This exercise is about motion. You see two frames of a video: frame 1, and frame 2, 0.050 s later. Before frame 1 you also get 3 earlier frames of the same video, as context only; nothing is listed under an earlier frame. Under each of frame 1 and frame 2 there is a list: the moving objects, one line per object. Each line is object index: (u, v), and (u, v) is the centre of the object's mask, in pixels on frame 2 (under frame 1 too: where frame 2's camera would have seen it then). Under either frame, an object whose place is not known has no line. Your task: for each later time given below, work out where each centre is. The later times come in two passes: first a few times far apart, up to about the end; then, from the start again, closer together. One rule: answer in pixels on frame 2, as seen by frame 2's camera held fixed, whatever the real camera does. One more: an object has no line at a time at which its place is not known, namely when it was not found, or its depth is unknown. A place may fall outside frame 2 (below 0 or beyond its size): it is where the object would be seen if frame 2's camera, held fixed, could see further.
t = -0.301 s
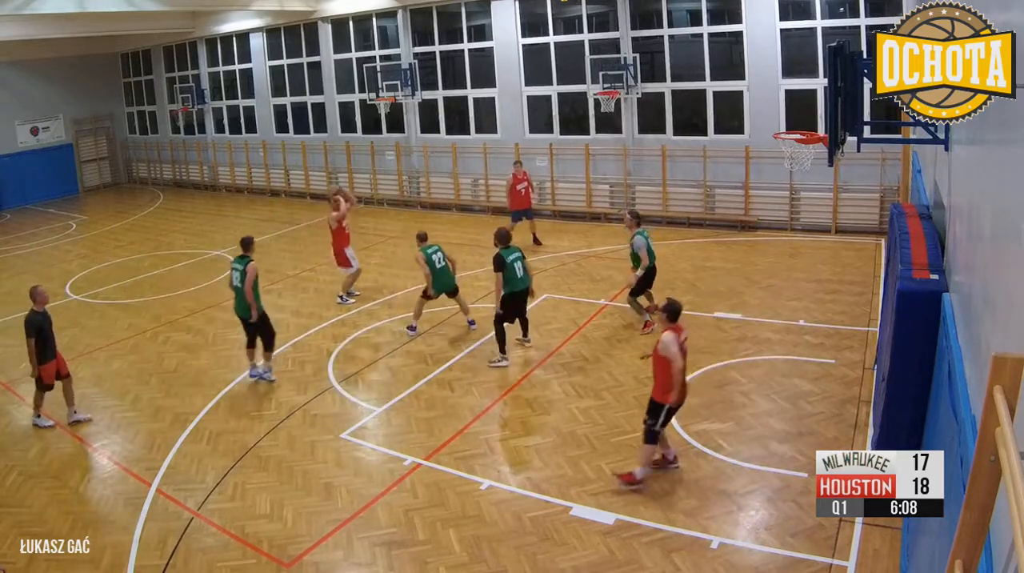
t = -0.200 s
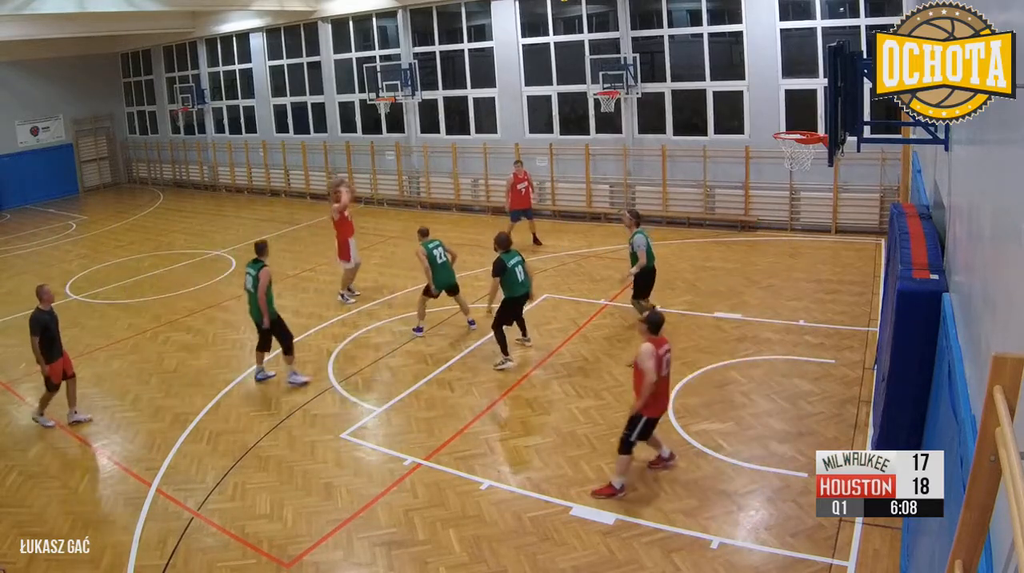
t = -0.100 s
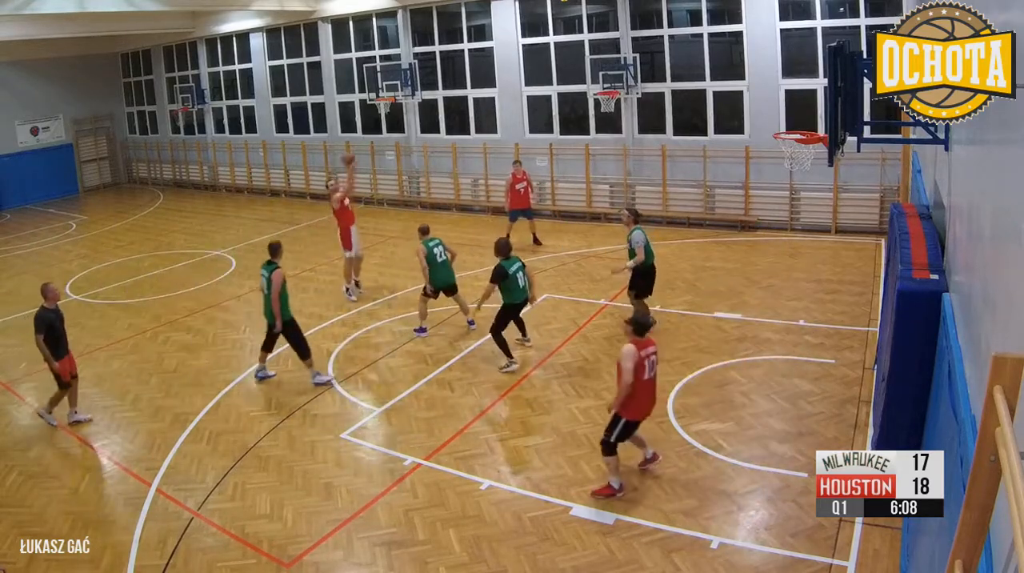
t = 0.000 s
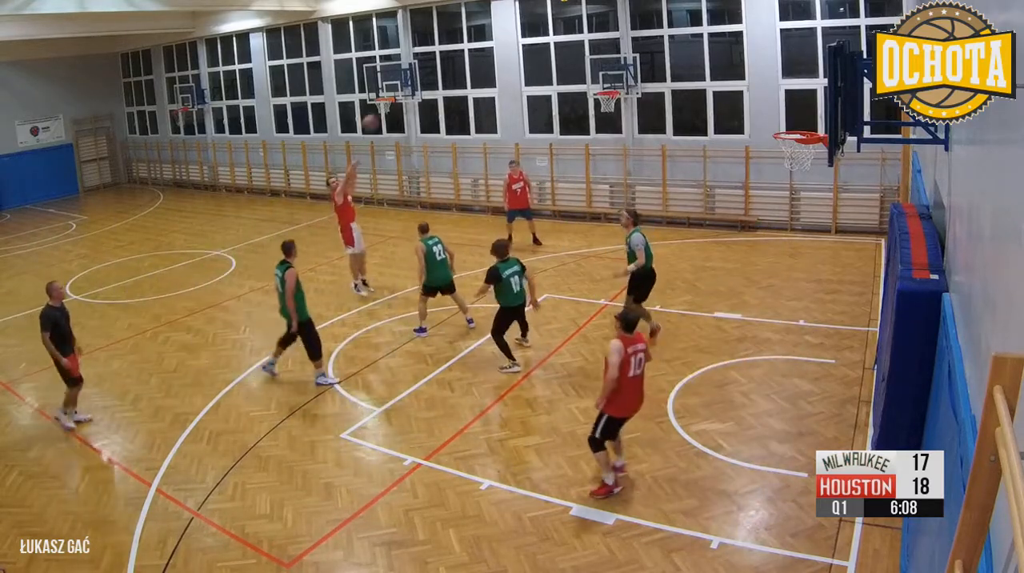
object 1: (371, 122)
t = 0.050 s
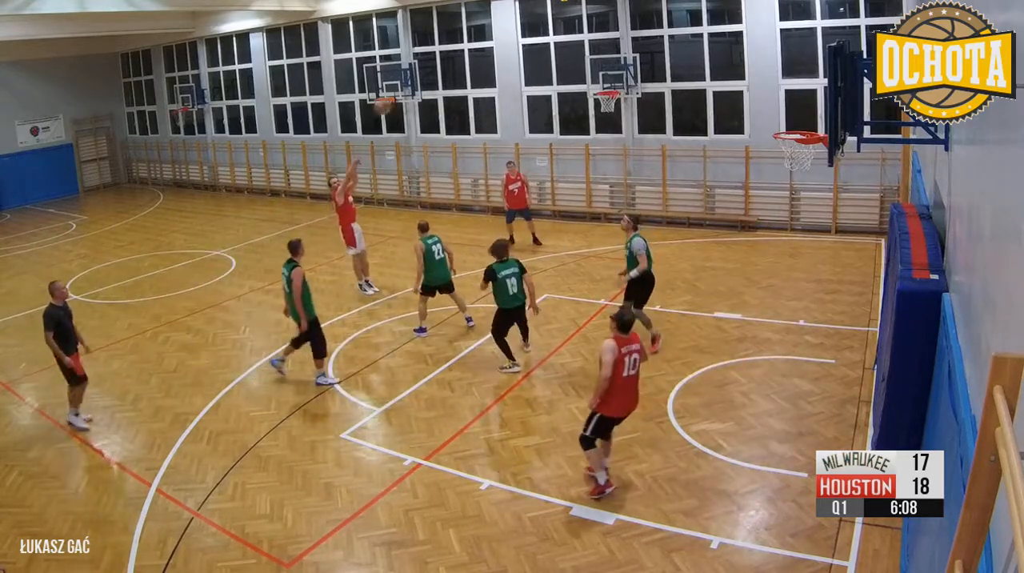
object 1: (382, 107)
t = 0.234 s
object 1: (435, 57)
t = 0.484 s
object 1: (524, 20)
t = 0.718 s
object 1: (629, 30)
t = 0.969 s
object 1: (755, 105)
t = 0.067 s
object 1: (389, 104)
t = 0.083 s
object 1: (391, 97)
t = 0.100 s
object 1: (395, 94)
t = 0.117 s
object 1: (401, 87)
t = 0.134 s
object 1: (404, 82)
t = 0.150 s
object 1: (409, 80)
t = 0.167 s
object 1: (416, 73)
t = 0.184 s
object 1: (420, 69)
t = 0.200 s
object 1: (426, 64)
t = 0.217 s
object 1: (428, 61)
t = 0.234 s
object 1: (435, 57)
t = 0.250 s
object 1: (441, 55)
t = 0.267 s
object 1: (446, 50)
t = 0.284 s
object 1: (451, 45)
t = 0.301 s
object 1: (456, 43)
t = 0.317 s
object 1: (461, 41)
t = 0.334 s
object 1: (467, 37)
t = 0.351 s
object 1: (475, 33)
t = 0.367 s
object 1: (479, 32)
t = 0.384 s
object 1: (483, 32)
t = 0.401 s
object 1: (490, 29)
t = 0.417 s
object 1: (497, 26)
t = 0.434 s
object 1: (502, 24)
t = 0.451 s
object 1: (508, 23)
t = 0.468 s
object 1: (516, 21)
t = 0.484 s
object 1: (524, 20)
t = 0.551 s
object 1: (549, 18)
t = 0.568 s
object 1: (555, 18)
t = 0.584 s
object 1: (563, 17)
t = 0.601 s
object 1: (574, 17)
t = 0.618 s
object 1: (584, 19)
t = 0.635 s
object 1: (592, 21)
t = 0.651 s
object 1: (598, 20)
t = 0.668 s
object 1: (605, 23)
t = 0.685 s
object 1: (612, 26)
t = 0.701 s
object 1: (620, 28)
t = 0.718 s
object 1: (629, 30)
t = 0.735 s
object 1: (637, 33)
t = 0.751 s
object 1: (645, 32)
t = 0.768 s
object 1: (652, 41)
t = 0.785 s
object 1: (659, 43)
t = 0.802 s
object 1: (668, 47)
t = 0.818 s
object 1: (678, 51)
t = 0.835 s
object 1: (685, 54)
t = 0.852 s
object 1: (693, 59)
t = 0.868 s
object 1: (702, 64)
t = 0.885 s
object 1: (710, 70)
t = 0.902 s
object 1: (719, 75)
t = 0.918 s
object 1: (727, 83)
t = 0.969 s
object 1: (755, 105)
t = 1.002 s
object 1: (770, 120)
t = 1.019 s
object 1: (776, 122)
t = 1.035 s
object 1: (780, 118)
